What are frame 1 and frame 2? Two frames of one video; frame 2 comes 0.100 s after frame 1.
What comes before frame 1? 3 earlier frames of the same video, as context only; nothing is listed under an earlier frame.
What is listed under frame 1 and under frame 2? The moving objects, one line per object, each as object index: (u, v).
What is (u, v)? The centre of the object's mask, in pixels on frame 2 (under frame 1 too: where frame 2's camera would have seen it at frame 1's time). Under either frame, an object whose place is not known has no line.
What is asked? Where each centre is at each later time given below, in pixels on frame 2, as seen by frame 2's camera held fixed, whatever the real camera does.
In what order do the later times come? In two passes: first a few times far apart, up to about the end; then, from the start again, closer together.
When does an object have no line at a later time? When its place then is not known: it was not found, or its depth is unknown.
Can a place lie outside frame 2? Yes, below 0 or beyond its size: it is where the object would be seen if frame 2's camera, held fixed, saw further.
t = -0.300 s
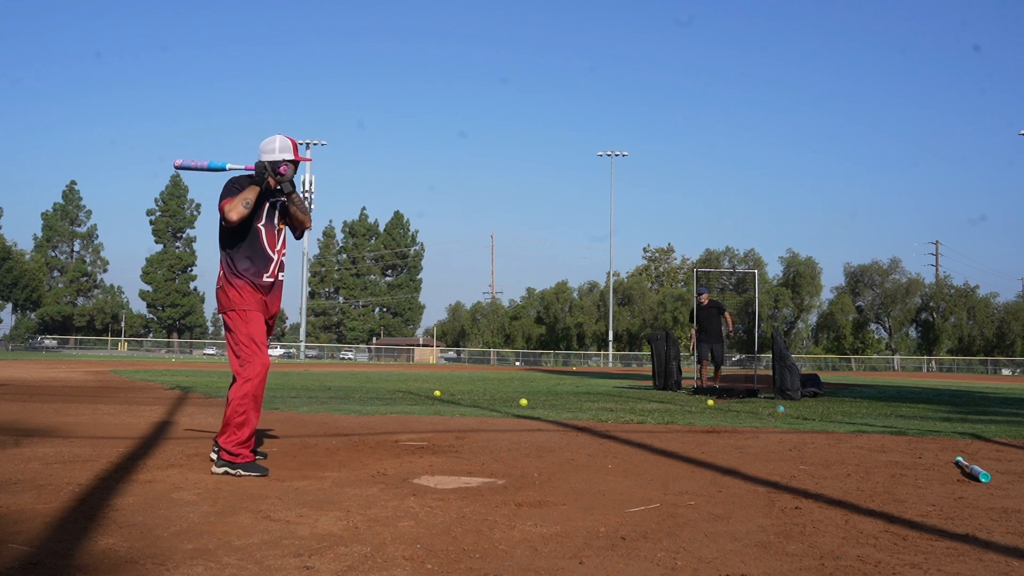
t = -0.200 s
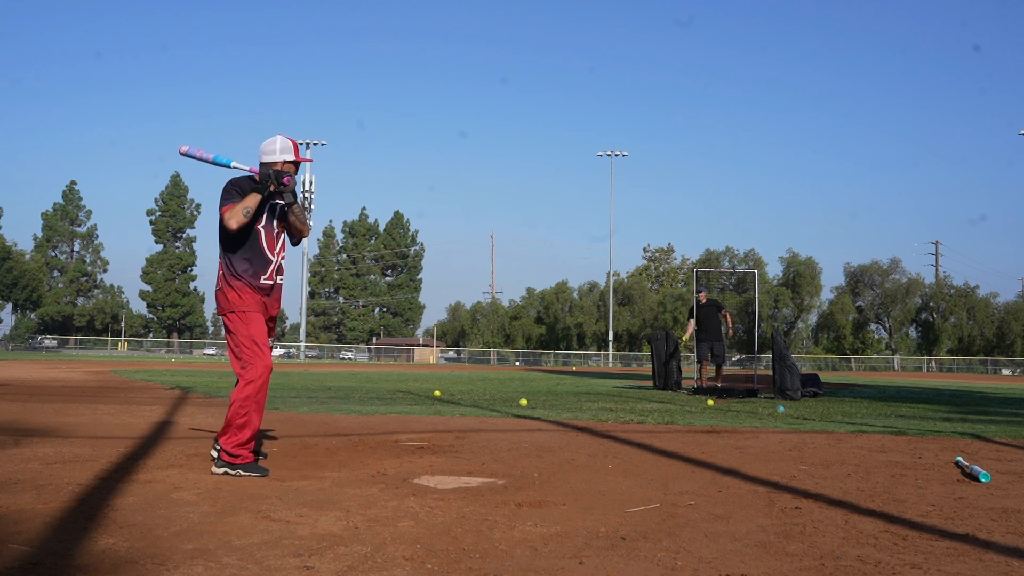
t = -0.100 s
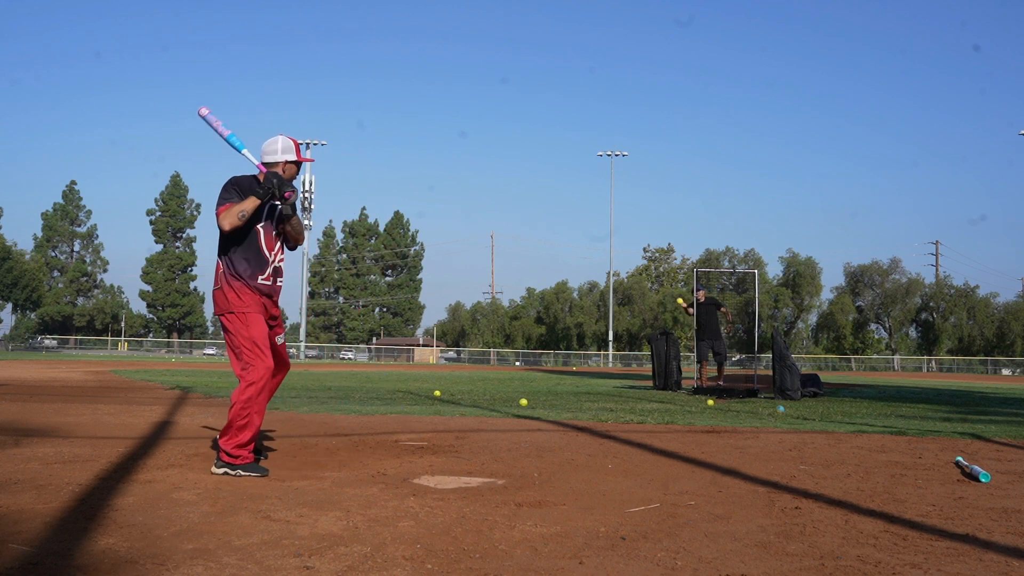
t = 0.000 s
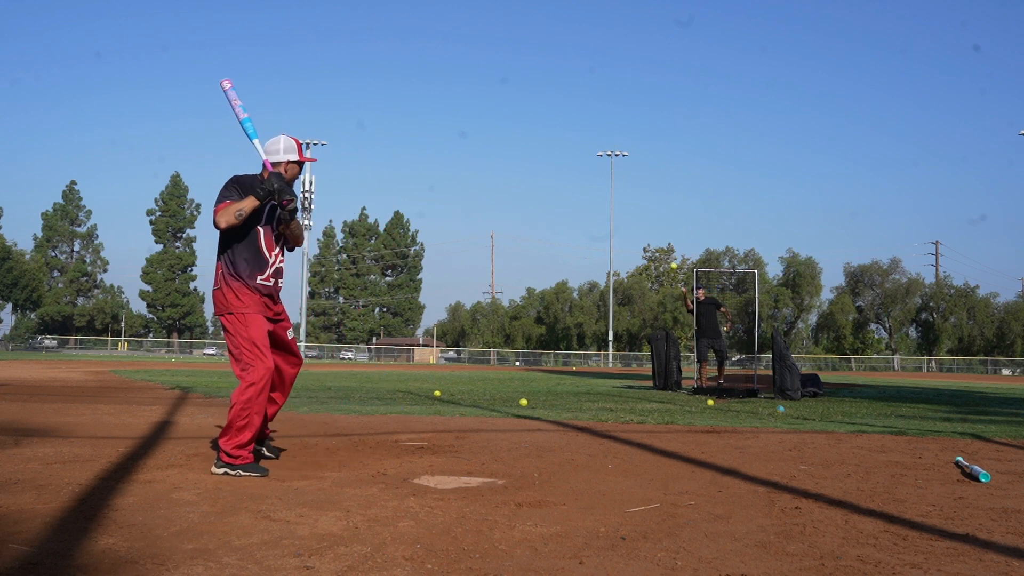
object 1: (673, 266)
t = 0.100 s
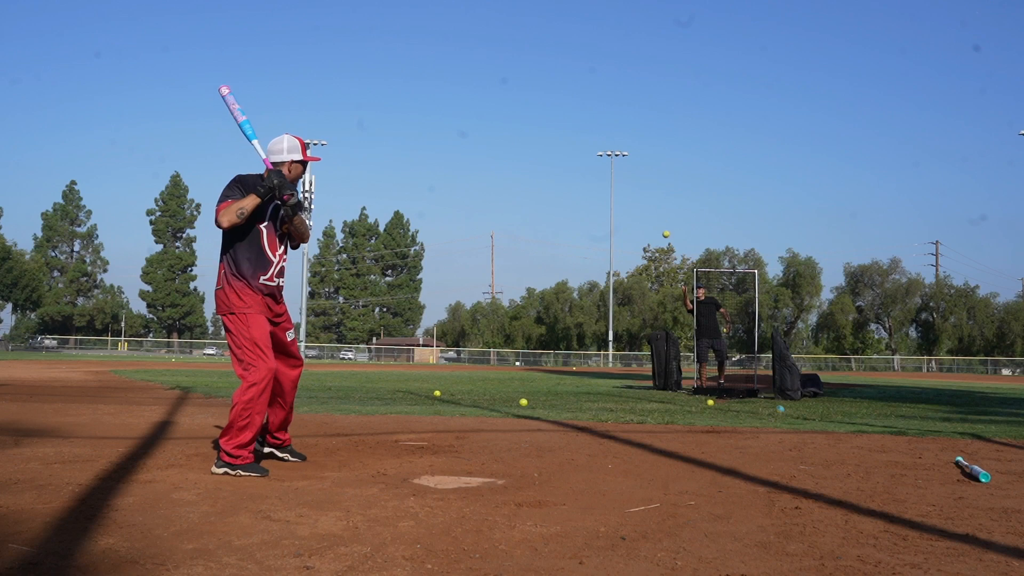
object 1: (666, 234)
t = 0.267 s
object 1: (651, 189)
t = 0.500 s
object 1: (623, 155)
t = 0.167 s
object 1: (660, 215)
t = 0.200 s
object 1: (657, 206)
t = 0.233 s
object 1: (654, 198)
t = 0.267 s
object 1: (651, 189)
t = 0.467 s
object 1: (627, 157)
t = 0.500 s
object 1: (623, 155)
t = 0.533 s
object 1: (618, 153)
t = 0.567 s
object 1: (613, 153)
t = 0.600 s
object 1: (607, 154)
